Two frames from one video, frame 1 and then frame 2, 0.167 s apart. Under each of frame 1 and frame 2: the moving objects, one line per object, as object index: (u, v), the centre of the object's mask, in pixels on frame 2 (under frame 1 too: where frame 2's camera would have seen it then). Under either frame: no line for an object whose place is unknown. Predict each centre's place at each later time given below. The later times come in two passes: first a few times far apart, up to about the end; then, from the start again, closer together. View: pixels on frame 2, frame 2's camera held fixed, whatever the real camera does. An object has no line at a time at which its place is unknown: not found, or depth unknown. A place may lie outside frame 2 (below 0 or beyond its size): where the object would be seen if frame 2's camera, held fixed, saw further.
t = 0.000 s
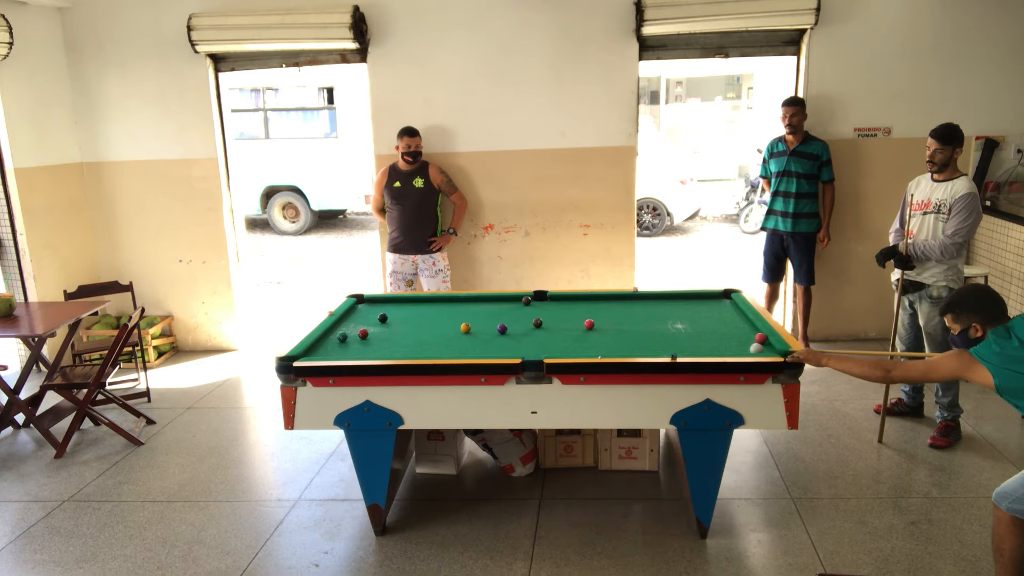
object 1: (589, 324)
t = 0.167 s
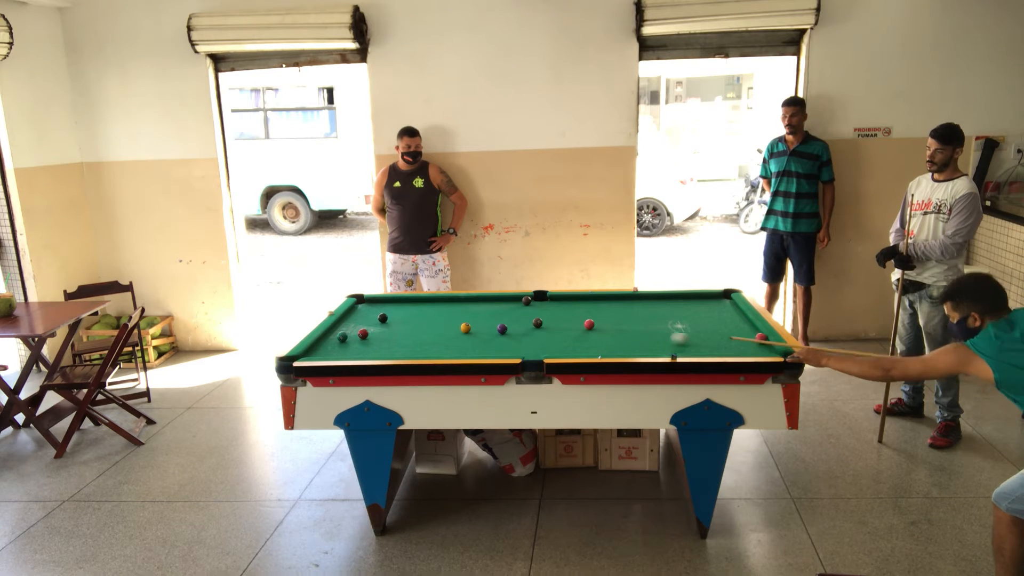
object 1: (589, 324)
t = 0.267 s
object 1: (589, 324)
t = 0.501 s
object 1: (561, 307)
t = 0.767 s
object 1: (529, 297)
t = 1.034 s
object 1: (495, 299)
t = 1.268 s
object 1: (468, 301)
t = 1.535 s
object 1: (439, 302)
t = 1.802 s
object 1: (411, 303)
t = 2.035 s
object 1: (388, 305)
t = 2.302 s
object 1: (364, 306)
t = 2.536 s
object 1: (362, 307)
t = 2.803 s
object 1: (375, 309)
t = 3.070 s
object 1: (388, 310)
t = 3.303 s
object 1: (398, 311)
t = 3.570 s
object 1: (408, 312)
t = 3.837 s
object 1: (417, 313)
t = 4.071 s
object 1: (424, 313)
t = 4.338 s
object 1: (431, 314)
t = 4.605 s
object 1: (437, 314)
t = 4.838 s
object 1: (441, 315)
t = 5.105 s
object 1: (444, 315)
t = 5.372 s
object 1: (446, 315)
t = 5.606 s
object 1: (447, 315)
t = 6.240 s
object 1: (447, 316)
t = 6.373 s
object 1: (447, 315)
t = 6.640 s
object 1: (447, 316)
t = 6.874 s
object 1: (447, 316)
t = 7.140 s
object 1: (447, 316)
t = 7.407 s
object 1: (447, 316)
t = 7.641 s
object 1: (447, 316)
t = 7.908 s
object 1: (447, 316)
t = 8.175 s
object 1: (447, 316)
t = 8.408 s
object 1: (447, 316)
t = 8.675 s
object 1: (447, 316)
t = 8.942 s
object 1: (447, 316)
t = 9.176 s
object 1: (447, 316)
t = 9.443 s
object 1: (447, 316)
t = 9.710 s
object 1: (447, 316)
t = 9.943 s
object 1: (447, 316)
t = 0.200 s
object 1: (589, 324)
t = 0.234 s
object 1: (589, 324)
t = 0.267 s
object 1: (589, 324)
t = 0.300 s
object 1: (589, 324)
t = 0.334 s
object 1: (585, 319)
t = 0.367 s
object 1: (580, 318)
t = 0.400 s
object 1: (575, 315)
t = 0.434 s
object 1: (570, 312)
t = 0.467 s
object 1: (565, 310)
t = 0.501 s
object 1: (561, 307)
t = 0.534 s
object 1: (558, 305)
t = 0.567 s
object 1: (554, 303)
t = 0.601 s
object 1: (550, 301)
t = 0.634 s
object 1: (548, 298)
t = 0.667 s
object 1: (543, 298)
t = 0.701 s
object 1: (537, 298)
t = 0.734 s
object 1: (532, 297)
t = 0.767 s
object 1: (529, 297)
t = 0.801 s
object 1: (523, 296)
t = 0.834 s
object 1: (518, 297)
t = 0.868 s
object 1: (515, 298)
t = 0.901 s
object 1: (511, 299)
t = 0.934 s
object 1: (507, 299)
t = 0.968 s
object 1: (503, 299)
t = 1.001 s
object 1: (499, 299)
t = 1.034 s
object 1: (495, 299)
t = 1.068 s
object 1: (491, 300)
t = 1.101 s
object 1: (487, 300)
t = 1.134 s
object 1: (483, 300)
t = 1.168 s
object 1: (479, 300)
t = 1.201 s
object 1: (475, 300)
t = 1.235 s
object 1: (472, 301)
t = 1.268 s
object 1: (468, 301)
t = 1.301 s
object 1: (464, 301)
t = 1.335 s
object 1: (461, 301)
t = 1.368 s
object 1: (457, 301)
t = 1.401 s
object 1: (453, 301)
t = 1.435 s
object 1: (450, 302)
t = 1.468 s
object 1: (446, 302)
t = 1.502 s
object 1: (442, 302)
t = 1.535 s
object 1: (439, 302)
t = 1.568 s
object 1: (435, 302)
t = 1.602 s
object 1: (432, 302)
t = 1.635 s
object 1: (428, 303)
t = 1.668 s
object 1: (425, 303)
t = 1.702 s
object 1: (421, 303)
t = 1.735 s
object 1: (418, 303)
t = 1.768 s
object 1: (414, 303)
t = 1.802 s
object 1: (411, 303)
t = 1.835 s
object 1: (408, 304)
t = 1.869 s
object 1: (404, 304)
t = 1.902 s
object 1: (401, 304)
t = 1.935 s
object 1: (398, 304)
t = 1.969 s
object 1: (395, 304)
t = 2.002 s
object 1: (391, 304)
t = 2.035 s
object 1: (388, 305)
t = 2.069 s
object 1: (385, 305)
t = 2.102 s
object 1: (382, 305)
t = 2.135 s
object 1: (379, 305)
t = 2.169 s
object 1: (376, 305)
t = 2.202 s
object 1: (373, 306)
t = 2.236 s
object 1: (369, 306)
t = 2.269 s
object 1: (367, 306)
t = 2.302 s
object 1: (364, 306)
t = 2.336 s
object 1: (361, 306)
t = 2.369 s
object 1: (358, 306)
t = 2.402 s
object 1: (355, 307)
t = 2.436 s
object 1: (357, 307)
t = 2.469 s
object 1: (358, 307)
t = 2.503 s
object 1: (360, 307)
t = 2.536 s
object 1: (362, 307)
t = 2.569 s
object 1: (364, 307)
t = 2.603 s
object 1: (365, 308)
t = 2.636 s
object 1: (367, 308)
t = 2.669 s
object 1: (369, 308)
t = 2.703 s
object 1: (371, 308)
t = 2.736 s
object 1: (372, 308)
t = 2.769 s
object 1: (374, 309)
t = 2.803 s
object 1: (375, 309)
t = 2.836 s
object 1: (377, 309)
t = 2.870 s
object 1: (378, 309)
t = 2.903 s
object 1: (380, 309)
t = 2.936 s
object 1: (382, 309)
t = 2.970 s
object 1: (383, 309)
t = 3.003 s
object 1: (385, 309)
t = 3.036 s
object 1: (386, 309)
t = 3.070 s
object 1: (388, 310)
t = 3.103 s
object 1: (389, 310)
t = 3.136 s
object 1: (391, 310)
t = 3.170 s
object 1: (392, 310)
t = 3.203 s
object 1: (394, 310)
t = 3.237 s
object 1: (395, 311)
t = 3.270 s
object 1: (396, 311)
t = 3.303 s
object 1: (398, 311)
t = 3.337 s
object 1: (399, 311)
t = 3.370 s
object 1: (400, 311)
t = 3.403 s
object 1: (402, 311)
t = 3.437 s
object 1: (403, 311)
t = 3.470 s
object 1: (404, 312)
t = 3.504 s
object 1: (405, 312)
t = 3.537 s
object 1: (407, 312)
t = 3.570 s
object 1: (408, 312)
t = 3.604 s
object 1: (409, 312)
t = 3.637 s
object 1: (410, 312)
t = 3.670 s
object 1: (412, 312)
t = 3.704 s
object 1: (413, 312)
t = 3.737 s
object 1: (414, 312)
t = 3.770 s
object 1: (415, 312)
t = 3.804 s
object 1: (416, 312)
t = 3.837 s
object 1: (417, 313)
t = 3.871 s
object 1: (418, 313)
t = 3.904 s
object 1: (419, 313)
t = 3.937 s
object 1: (420, 313)
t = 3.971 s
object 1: (421, 313)
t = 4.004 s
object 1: (422, 313)
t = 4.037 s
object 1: (423, 313)
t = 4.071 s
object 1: (424, 313)
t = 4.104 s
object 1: (425, 313)
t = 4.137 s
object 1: (426, 313)
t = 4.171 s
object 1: (427, 314)
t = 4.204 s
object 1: (428, 314)
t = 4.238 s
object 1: (429, 314)
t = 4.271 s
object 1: (430, 314)
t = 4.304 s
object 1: (430, 314)
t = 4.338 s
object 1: (431, 314)
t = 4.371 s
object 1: (432, 314)
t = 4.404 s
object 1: (433, 314)
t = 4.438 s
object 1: (434, 314)
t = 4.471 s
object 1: (434, 314)
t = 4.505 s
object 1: (435, 314)
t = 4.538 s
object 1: (436, 314)
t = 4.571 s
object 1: (437, 314)
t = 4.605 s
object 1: (437, 314)
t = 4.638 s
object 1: (438, 314)
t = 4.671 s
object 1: (439, 315)
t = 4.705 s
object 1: (439, 315)
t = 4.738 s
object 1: (440, 315)
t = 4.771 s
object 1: (440, 315)
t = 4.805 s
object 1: (441, 315)
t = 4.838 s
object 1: (441, 315)
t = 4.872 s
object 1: (442, 315)
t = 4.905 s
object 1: (442, 315)
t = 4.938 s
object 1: (443, 315)
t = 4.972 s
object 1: (443, 315)
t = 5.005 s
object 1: (443, 315)
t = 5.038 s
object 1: (444, 315)
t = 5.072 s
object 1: (444, 315)
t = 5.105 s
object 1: (444, 315)
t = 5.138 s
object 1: (445, 315)
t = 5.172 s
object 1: (445, 315)
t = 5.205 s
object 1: (445, 315)
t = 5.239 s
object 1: (445, 315)
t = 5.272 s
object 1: (446, 315)
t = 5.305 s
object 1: (446, 315)
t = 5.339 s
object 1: (446, 315)
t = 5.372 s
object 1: (446, 315)
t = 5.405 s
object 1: (446, 315)
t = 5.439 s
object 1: (446, 315)
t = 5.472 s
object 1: (447, 315)
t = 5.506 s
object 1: (447, 316)
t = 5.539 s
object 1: (447, 316)
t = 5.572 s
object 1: (447, 315)
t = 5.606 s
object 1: (447, 315)
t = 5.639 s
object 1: (447, 316)
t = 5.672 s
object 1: (444, 316)
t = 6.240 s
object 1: (447, 316)
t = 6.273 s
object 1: (447, 315)
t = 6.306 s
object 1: (447, 315)
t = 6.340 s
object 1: (447, 315)
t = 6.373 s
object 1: (447, 315)
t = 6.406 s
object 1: (447, 315)
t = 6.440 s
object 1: (447, 316)
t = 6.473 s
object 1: (447, 315)
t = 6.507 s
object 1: (447, 315)
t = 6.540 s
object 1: (447, 315)
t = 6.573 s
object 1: (447, 315)
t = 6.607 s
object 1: (447, 315)
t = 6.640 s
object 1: (447, 316)
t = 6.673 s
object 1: (447, 315)
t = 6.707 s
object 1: (447, 316)
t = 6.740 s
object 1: (447, 316)
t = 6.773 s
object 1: (447, 316)
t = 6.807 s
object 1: (447, 316)
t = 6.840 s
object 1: (447, 316)
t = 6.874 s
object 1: (447, 316)
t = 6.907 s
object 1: (447, 316)
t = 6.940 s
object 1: (447, 316)
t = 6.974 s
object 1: (447, 316)
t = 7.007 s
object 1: (447, 316)
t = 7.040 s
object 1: (447, 316)
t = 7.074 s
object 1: (447, 316)
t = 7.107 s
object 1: (447, 316)
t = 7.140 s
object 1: (447, 316)
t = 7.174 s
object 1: (447, 316)
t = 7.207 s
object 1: (447, 316)
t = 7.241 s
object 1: (447, 316)
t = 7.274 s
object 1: (447, 316)
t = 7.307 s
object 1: (447, 316)
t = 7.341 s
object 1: (447, 316)
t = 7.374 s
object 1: (447, 316)
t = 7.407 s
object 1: (447, 316)
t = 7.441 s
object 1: (447, 316)
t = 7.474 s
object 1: (447, 316)
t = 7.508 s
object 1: (447, 316)
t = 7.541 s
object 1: (447, 316)
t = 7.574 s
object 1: (447, 316)
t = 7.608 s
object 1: (447, 316)
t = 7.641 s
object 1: (447, 316)
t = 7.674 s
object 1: (447, 316)
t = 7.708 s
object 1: (447, 316)
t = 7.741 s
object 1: (447, 316)
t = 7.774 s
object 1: (447, 316)
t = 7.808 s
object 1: (447, 316)
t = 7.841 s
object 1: (447, 316)
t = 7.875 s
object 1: (447, 316)
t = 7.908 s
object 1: (447, 316)
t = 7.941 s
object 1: (447, 316)
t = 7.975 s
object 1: (447, 316)
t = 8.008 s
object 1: (447, 316)
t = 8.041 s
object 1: (447, 316)
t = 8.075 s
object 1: (447, 316)
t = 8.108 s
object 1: (447, 316)
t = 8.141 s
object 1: (447, 316)
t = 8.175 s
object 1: (447, 316)
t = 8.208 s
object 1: (447, 316)
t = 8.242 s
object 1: (447, 316)
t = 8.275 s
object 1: (447, 316)
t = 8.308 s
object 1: (447, 316)
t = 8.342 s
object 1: (447, 316)
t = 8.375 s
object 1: (447, 316)
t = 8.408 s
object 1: (447, 316)
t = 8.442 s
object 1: (447, 316)
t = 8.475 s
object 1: (447, 316)
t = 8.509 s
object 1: (447, 316)
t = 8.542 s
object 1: (447, 316)
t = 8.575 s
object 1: (447, 316)
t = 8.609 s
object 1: (447, 316)
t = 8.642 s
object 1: (447, 316)
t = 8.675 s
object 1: (447, 316)
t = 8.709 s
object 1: (447, 316)
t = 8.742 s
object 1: (447, 316)
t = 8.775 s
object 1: (447, 316)
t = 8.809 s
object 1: (447, 316)
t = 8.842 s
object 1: (447, 316)
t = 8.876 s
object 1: (447, 316)
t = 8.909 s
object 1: (447, 316)
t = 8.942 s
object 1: (447, 316)
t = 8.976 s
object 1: (447, 316)
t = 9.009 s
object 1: (447, 316)
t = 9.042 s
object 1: (447, 316)
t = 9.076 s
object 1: (447, 316)
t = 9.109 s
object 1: (447, 316)
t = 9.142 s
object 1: (447, 316)
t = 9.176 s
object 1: (447, 316)
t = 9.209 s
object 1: (447, 316)
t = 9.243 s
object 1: (447, 316)
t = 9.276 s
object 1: (447, 316)
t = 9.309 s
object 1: (447, 316)
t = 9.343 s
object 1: (447, 316)
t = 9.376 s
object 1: (447, 316)
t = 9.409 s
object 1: (447, 316)
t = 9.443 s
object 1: (447, 316)
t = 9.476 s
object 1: (447, 316)
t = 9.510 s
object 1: (447, 316)
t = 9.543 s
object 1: (447, 316)
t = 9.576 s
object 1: (447, 316)
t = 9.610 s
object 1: (447, 316)
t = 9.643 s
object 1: (447, 316)
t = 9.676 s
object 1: (447, 316)
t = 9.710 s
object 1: (447, 316)
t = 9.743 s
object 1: (447, 316)
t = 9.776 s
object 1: (447, 316)
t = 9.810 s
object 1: (447, 316)
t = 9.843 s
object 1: (447, 316)
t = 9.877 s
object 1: (447, 316)
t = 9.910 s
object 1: (447, 316)
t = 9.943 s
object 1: (447, 316)
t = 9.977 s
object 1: (447, 316)
